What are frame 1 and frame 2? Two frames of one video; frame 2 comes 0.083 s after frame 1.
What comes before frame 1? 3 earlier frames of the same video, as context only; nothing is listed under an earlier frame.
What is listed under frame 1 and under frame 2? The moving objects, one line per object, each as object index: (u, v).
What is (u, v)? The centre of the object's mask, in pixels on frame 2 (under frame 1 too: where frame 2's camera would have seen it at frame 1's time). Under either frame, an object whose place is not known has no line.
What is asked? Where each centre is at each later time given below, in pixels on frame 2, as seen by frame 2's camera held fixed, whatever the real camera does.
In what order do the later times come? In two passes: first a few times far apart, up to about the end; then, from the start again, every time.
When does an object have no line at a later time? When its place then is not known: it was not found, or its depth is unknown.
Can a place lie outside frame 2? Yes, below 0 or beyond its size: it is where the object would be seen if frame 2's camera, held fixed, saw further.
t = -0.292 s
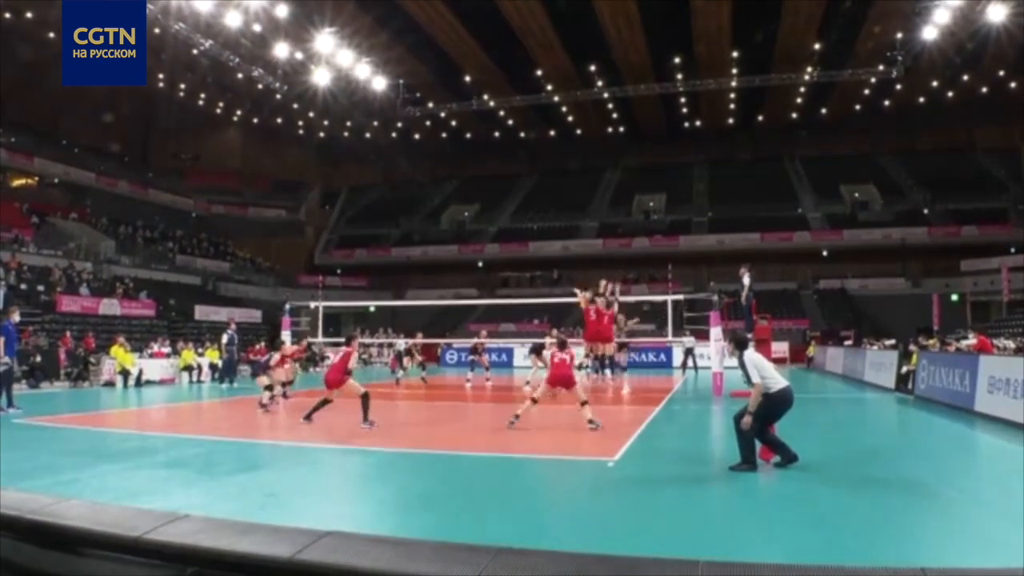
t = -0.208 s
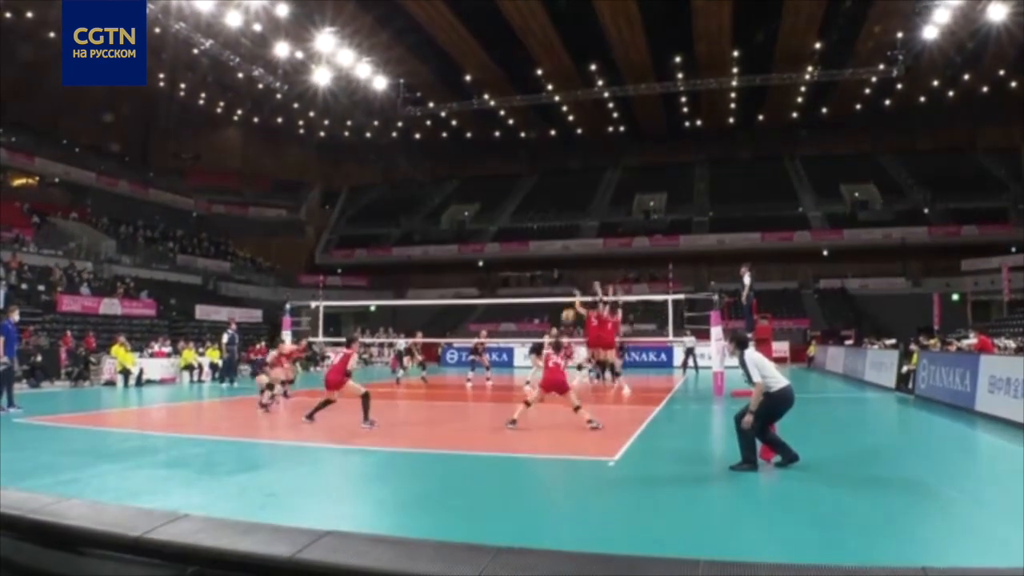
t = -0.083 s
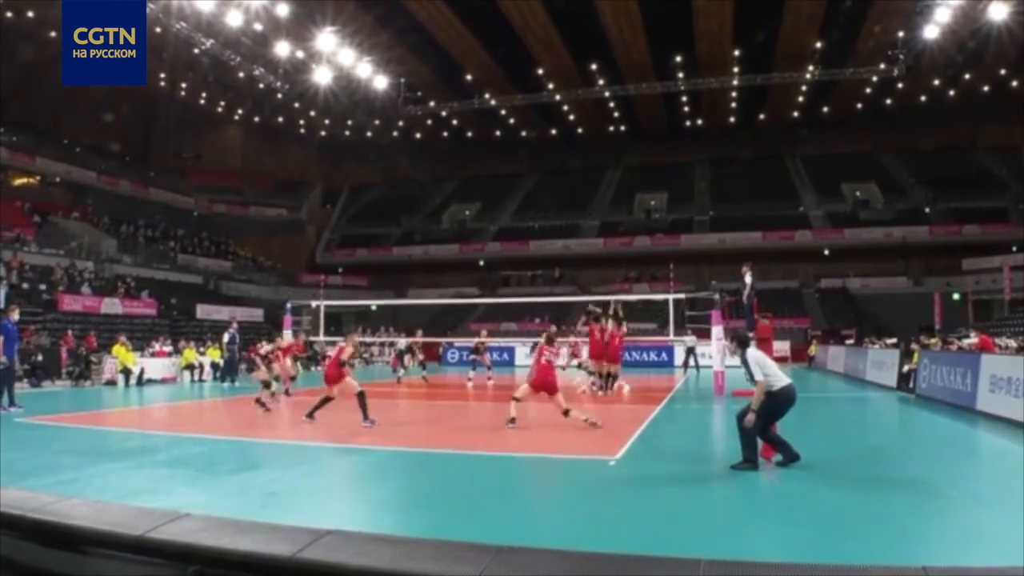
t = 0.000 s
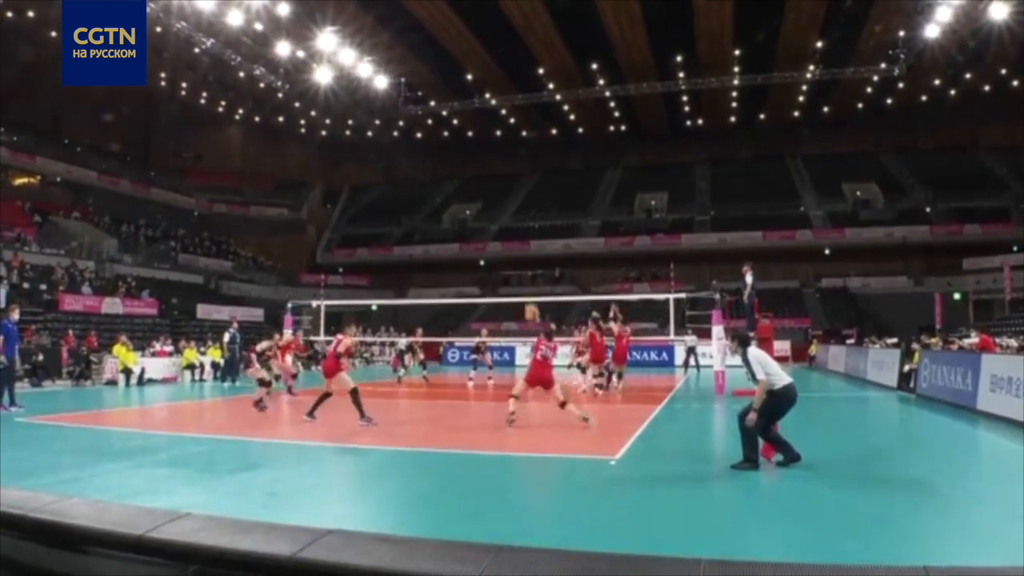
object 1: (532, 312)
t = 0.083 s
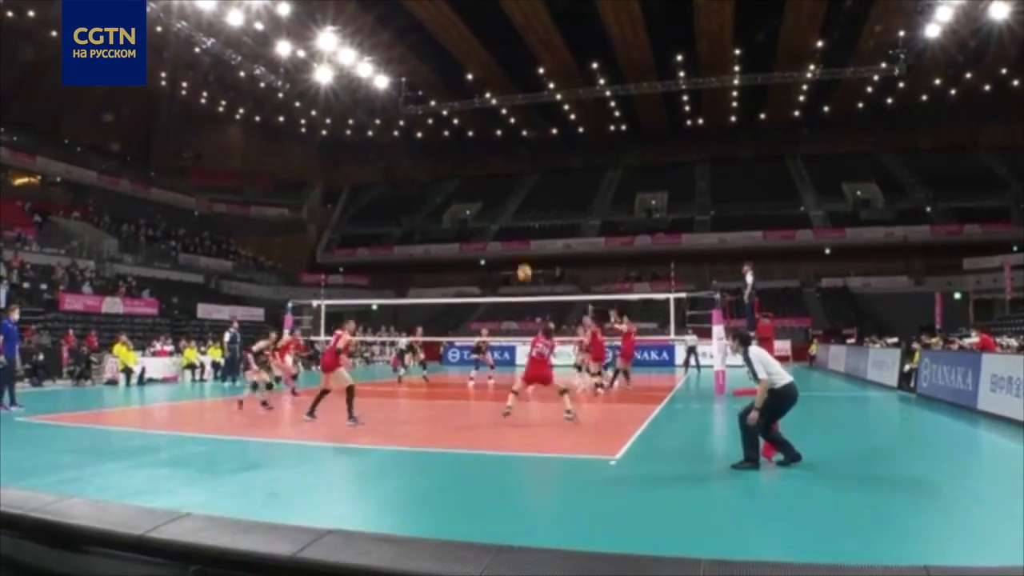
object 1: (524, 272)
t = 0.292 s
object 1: (507, 198)
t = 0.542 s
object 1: (487, 144)
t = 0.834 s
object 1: (465, 126)
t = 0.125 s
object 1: (521, 255)
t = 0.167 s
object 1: (517, 238)
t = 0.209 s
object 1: (514, 223)
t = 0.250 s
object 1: (510, 210)
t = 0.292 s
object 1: (507, 198)
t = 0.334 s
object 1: (503, 186)
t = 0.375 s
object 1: (500, 175)
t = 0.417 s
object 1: (497, 166)
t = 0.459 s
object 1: (493, 158)
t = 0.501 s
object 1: (490, 151)
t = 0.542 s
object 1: (487, 144)
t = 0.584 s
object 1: (484, 139)
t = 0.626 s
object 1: (480, 135)
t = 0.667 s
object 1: (477, 131)
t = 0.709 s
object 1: (474, 129)
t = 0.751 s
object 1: (471, 127)
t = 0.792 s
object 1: (468, 126)
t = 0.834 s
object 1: (465, 126)
